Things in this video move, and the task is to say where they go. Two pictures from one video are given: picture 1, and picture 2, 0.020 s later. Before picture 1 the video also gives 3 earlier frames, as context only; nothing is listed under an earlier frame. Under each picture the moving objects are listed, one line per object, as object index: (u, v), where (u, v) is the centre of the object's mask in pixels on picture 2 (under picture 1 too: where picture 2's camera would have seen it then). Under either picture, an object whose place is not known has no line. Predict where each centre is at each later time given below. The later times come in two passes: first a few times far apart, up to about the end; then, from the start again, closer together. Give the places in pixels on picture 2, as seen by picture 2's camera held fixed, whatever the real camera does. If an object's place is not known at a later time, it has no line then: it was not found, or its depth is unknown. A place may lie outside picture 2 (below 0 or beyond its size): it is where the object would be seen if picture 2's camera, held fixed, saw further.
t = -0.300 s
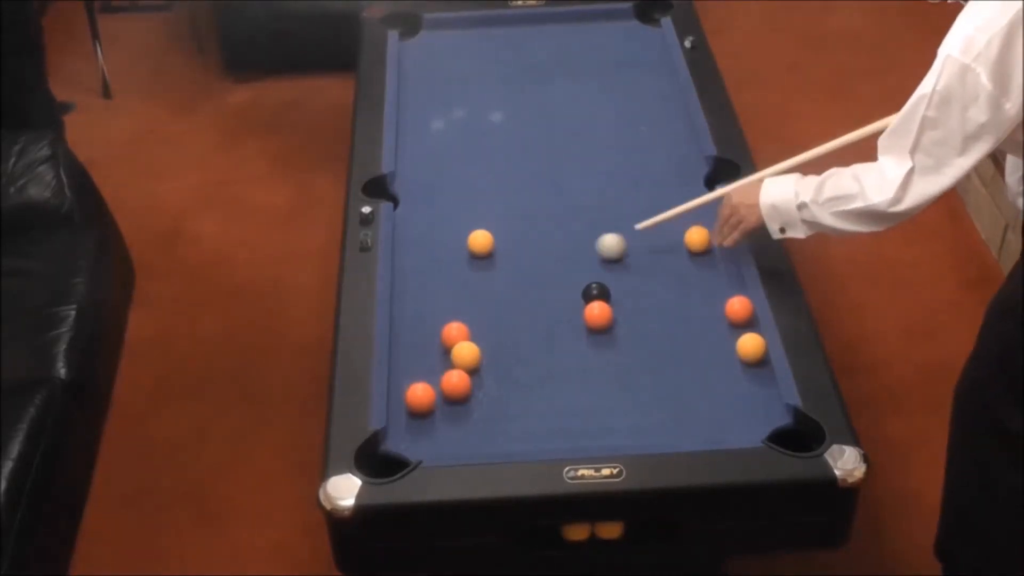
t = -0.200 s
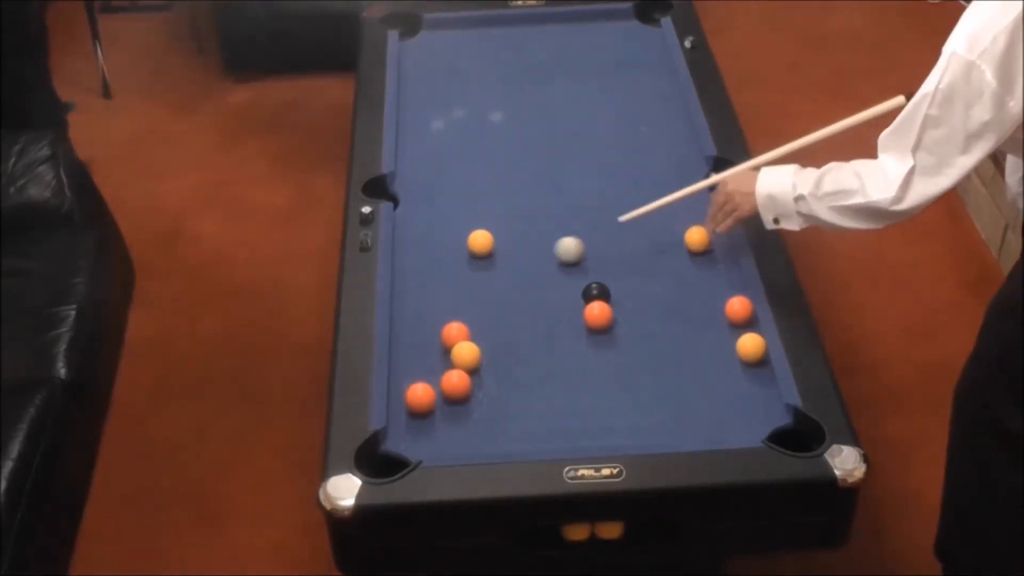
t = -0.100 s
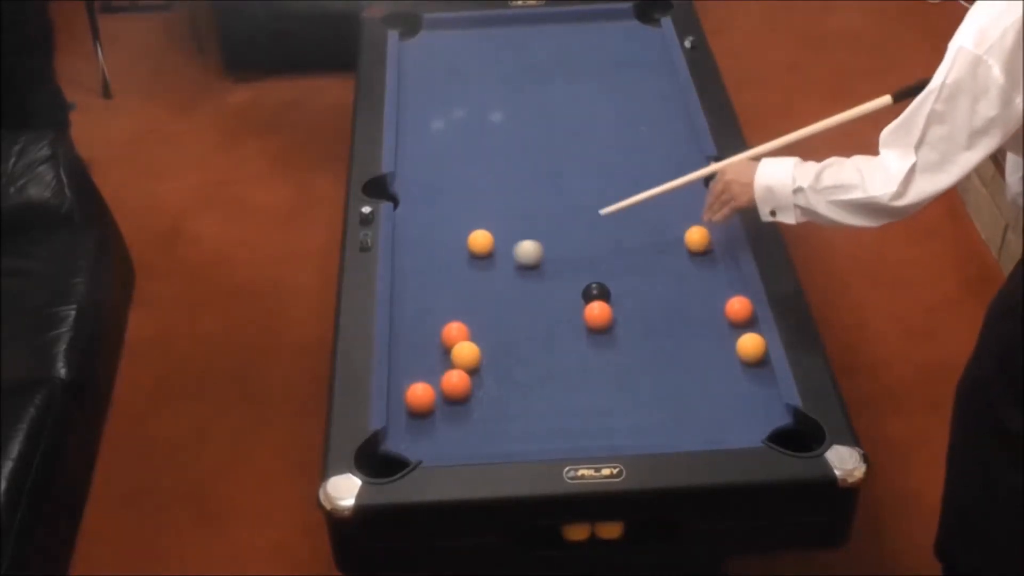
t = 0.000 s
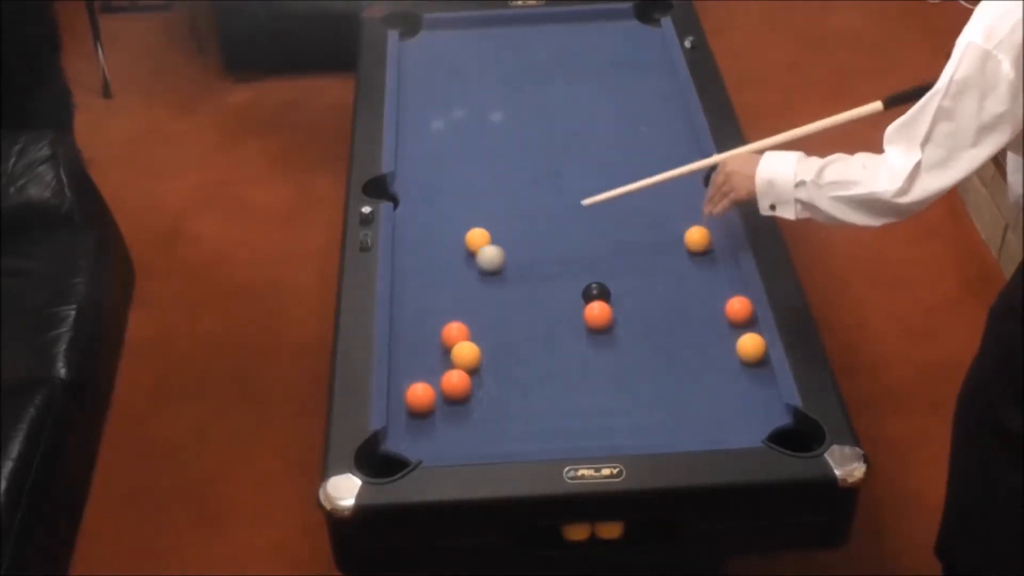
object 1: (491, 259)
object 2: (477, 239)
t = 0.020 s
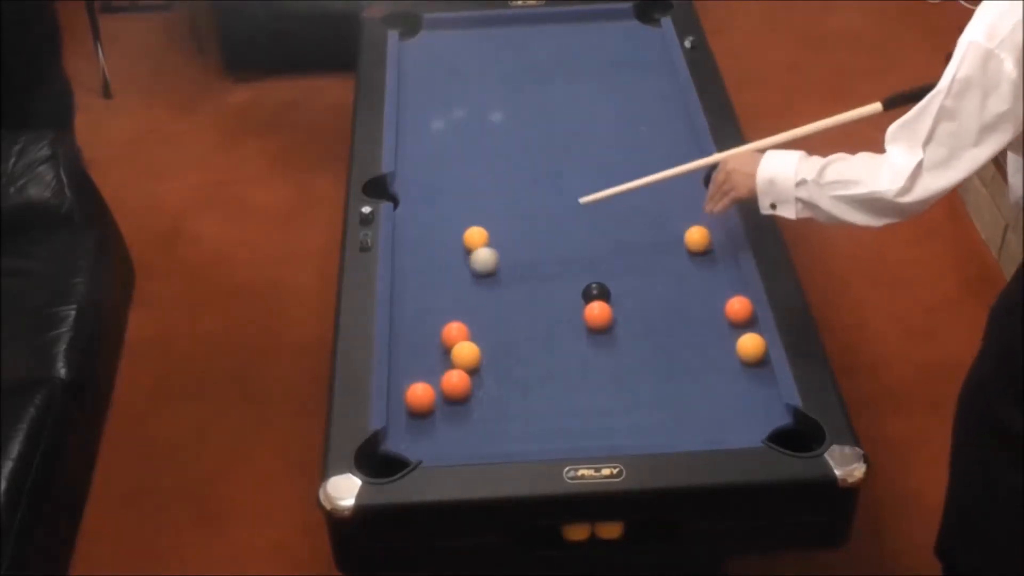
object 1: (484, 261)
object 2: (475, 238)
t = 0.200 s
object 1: (429, 279)
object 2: (462, 230)
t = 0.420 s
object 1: (426, 295)
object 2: (446, 219)
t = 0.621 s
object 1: (454, 304)
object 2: (433, 211)
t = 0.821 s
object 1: (481, 314)
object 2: (423, 203)
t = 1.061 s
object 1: (512, 324)
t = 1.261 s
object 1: (536, 333)
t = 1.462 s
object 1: (559, 340)
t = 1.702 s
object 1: (584, 348)
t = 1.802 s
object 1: (595, 352)
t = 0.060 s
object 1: (472, 265)
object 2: (473, 237)
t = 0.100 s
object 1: (459, 269)
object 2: (469, 235)
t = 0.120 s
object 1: (453, 271)
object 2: (468, 234)
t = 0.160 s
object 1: (441, 275)
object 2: (465, 231)
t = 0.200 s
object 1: (429, 279)
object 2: (462, 230)
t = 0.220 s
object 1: (422, 281)
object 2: (460, 228)
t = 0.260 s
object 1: (410, 285)
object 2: (457, 227)
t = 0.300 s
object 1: (408, 288)
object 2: (454, 225)
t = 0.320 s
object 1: (411, 289)
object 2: (453, 223)
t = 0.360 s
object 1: (417, 291)
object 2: (450, 222)
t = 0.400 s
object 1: (423, 293)
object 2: (447, 220)
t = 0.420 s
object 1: (426, 295)
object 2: (446, 219)
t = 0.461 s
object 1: (432, 297)
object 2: (443, 217)
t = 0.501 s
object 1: (438, 299)
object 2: (441, 215)
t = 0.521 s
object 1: (440, 300)
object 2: (439, 214)
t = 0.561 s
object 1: (446, 302)
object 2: (437, 213)
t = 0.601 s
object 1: (451, 303)
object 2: (435, 211)
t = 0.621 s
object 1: (454, 304)
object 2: (433, 211)
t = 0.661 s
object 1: (460, 306)
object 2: (431, 208)
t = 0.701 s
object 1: (466, 308)
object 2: (429, 207)
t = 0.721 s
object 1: (468, 309)
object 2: (428, 206)
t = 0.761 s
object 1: (473, 311)
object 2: (426, 205)
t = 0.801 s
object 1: (479, 313)
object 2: (423, 204)
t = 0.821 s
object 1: (481, 314)
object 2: (423, 203)
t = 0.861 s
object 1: (487, 316)
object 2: (421, 202)
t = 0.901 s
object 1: (492, 318)
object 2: (419, 200)
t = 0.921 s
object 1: (494, 319)
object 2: (418, 200)
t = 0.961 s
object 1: (499, 320)
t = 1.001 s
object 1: (504, 322)
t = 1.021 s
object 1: (507, 323)
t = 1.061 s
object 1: (512, 324)
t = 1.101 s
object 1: (517, 326)
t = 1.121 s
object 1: (519, 327)
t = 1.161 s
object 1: (524, 329)
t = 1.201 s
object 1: (529, 330)
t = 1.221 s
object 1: (531, 331)
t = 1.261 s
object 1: (536, 333)
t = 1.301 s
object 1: (541, 334)
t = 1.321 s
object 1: (543, 335)
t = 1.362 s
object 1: (547, 336)
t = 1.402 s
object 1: (552, 338)
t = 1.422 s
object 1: (554, 339)
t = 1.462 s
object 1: (559, 340)
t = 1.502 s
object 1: (563, 342)
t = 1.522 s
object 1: (565, 342)
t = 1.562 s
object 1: (570, 344)
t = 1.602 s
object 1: (574, 345)
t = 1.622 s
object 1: (576, 346)
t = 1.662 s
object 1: (580, 347)
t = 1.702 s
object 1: (584, 348)
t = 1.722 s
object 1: (586, 349)
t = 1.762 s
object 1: (591, 350)
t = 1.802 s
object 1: (595, 352)
